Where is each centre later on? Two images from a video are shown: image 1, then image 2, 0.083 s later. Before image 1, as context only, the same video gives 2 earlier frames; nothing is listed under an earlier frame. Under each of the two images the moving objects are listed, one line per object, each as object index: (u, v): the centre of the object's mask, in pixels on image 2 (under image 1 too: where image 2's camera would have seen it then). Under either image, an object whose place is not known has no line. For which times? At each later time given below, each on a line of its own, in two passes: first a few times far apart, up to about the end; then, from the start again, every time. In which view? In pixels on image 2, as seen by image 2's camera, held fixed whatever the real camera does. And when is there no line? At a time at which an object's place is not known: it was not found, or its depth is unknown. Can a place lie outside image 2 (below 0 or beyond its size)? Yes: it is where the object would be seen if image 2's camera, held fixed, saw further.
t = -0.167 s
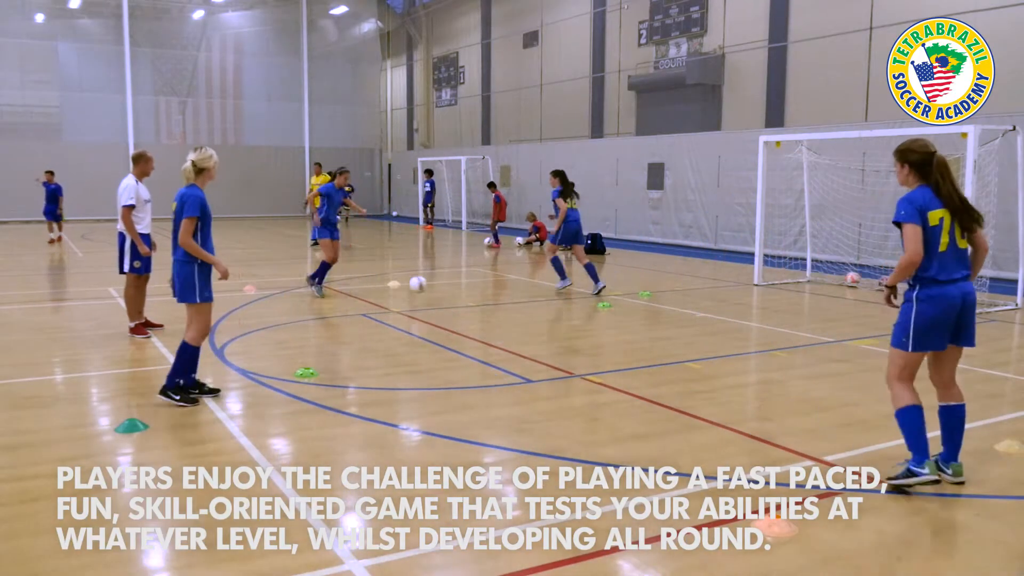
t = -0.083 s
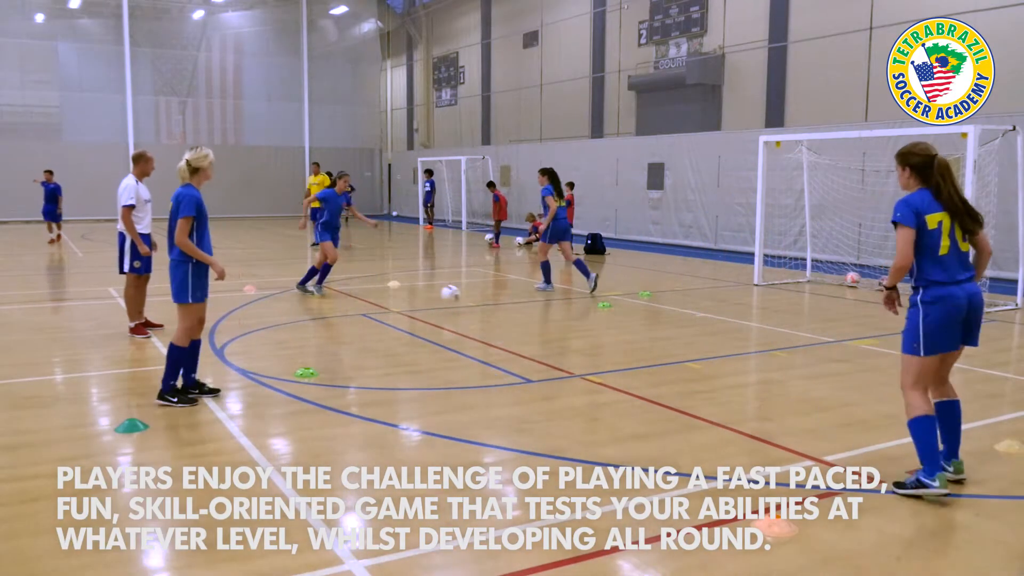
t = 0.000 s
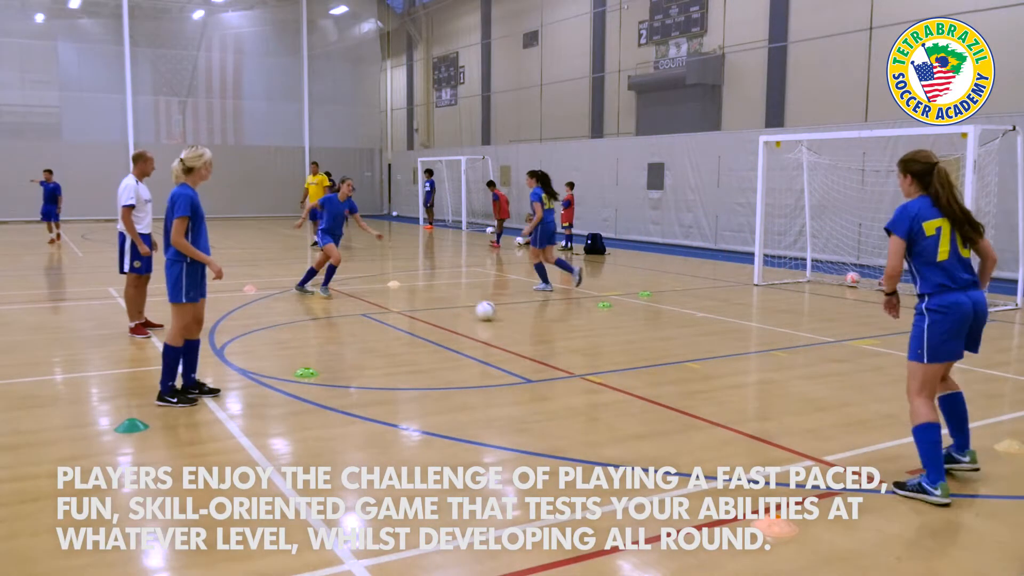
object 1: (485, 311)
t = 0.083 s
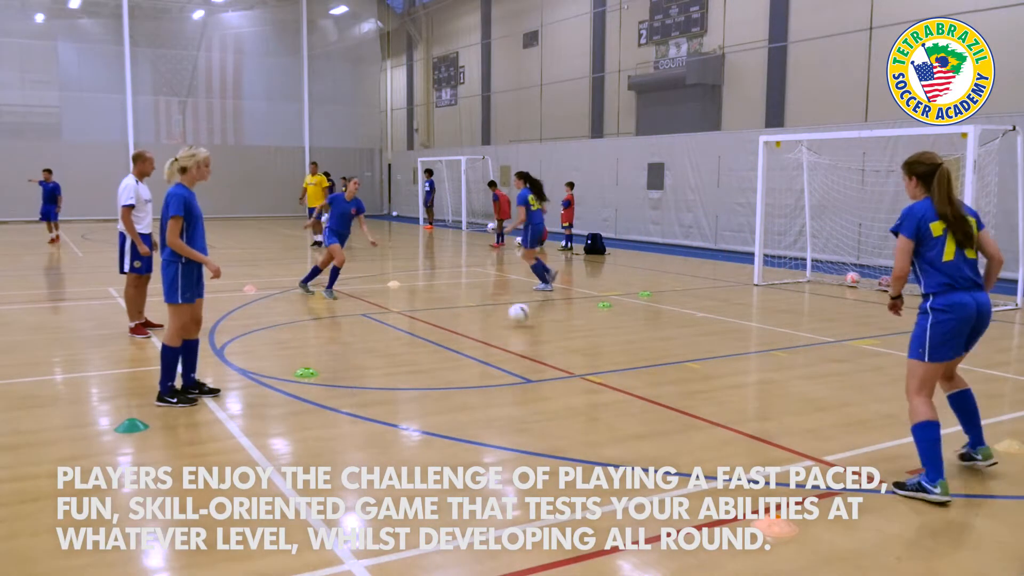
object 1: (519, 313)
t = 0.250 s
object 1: (589, 330)
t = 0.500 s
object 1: (696, 352)
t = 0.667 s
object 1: (768, 366)
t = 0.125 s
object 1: (536, 316)
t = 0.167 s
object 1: (553, 322)
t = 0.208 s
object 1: (572, 328)
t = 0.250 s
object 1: (589, 330)
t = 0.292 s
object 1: (607, 334)
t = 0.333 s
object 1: (625, 338)
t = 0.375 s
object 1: (643, 341)
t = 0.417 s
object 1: (660, 345)
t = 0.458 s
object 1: (678, 349)
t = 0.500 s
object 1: (696, 352)
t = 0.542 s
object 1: (713, 355)
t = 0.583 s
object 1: (731, 359)
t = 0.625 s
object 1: (749, 363)
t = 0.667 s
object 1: (768, 366)
